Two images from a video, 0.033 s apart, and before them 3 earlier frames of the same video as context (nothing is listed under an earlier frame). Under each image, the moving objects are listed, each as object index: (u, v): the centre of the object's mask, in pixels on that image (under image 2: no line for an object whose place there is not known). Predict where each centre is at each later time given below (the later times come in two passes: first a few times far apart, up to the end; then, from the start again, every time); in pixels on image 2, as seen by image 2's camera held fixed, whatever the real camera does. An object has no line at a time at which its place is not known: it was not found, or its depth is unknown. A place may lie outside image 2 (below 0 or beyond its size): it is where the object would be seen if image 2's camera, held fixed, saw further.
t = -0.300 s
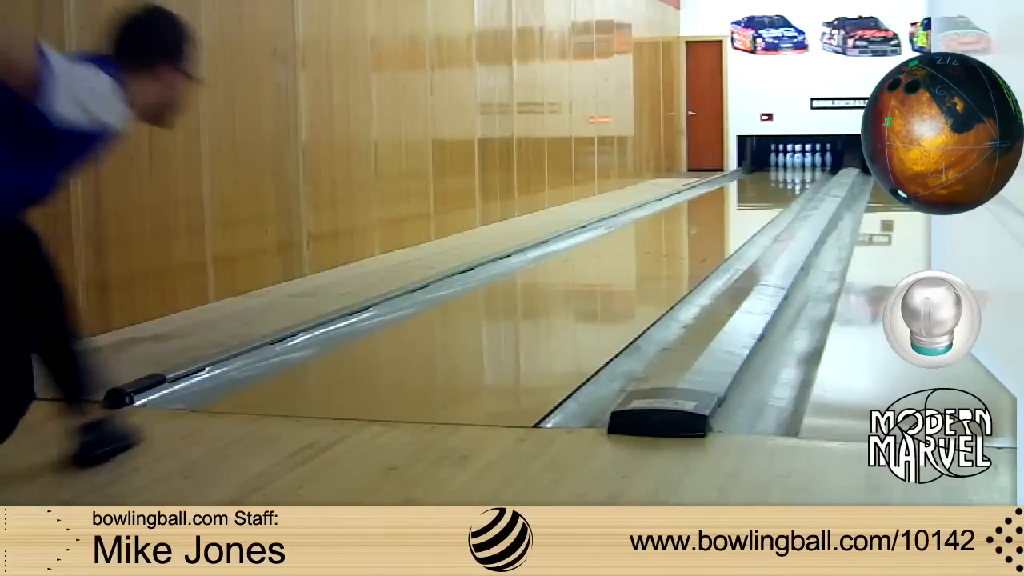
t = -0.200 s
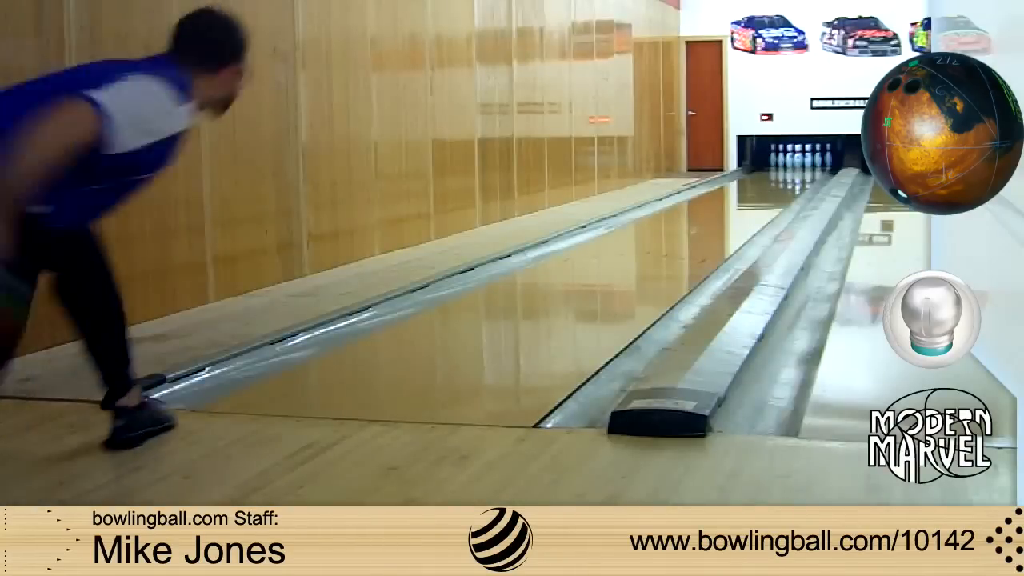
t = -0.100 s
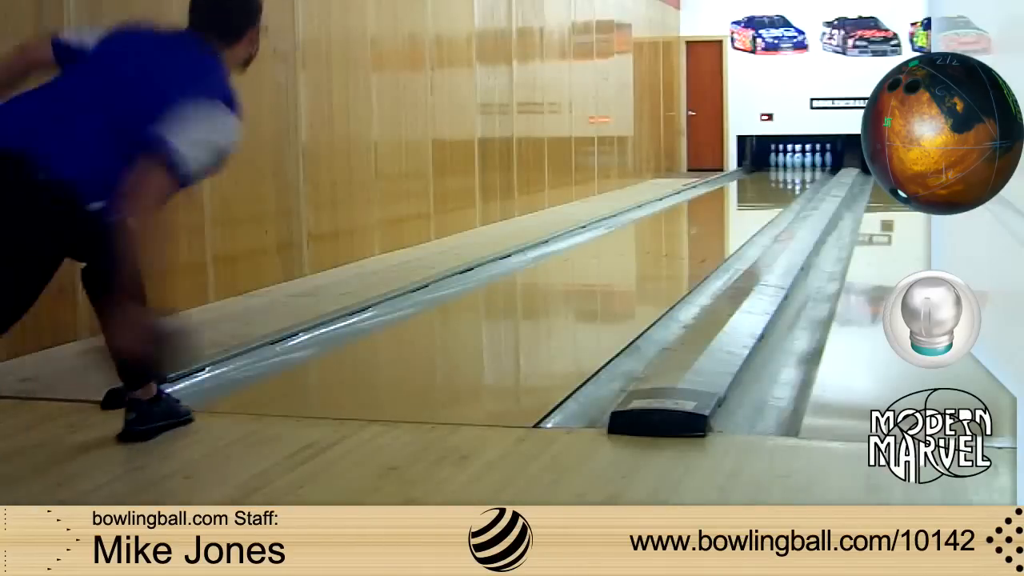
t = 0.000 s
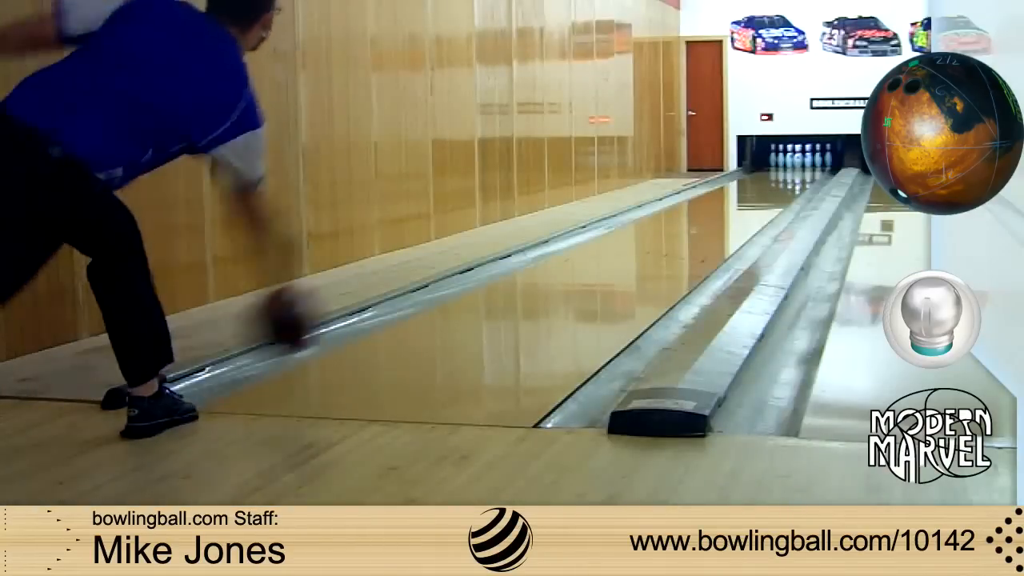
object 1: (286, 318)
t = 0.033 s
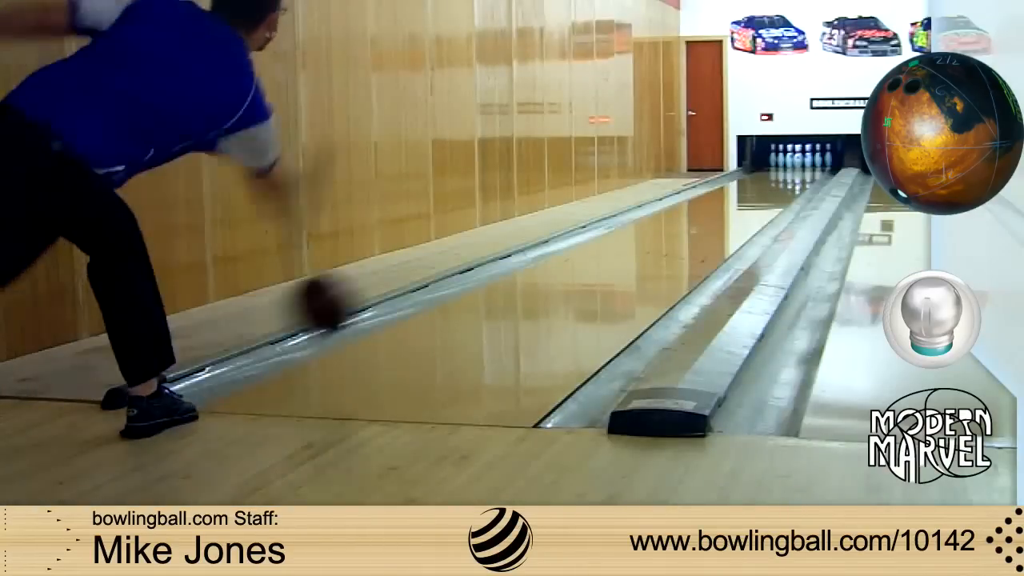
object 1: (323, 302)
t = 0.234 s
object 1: (488, 280)
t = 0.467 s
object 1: (601, 248)
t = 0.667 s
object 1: (662, 225)
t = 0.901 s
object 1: (711, 208)
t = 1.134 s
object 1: (745, 194)
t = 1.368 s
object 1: (771, 186)
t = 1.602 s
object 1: (789, 178)
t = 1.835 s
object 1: (801, 172)
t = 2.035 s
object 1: (804, 168)
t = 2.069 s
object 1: (804, 167)
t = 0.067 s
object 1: (358, 290)
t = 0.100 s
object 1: (389, 282)
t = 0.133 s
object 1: (417, 277)
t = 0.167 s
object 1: (443, 275)
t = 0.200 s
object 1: (468, 276)
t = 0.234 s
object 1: (488, 280)
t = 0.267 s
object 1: (510, 281)
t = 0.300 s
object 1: (527, 273)
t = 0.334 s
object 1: (544, 268)
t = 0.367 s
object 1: (561, 263)
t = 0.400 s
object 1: (575, 258)
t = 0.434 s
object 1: (589, 252)
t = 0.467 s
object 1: (601, 248)
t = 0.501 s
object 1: (613, 244)
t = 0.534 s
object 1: (625, 239)
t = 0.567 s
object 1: (635, 235)
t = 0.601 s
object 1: (645, 232)
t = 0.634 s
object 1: (654, 229)
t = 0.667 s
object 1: (662, 225)
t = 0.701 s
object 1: (670, 222)
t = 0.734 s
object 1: (678, 219)
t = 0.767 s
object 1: (685, 217)
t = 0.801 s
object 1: (692, 214)
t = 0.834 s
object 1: (699, 212)
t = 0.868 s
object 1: (705, 210)
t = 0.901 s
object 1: (711, 208)
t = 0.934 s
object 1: (717, 206)
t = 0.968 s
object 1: (723, 203)
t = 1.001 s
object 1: (727, 201)
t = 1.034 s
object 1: (732, 200)
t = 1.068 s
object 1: (737, 199)
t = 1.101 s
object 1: (742, 196)
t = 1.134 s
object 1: (745, 194)
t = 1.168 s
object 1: (749, 192)
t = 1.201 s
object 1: (753, 191)
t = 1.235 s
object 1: (757, 190)
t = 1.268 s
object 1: (760, 190)
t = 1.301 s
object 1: (766, 188)
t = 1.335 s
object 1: (768, 187)
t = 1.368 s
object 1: (771, 186)
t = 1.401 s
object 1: (775, 184)
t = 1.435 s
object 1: (777, 183)
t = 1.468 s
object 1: (780, 182)
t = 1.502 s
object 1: (783, 181)
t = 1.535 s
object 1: (785, 180)
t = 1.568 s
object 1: (786, 178)
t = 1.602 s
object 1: (789, 178)
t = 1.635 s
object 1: (791, 177)
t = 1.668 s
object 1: (794, 176)
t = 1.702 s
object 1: (796, 175)
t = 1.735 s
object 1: (798, 174)
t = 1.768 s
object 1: (799, 173)
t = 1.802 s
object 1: (800, 173)
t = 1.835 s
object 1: (801, 172)
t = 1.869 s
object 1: (800, 171)
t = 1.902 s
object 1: (802, 170)
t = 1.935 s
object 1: (802, 170)
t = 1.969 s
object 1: (803, 169)
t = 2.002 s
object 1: (804, 168)
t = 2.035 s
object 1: (804, 168)
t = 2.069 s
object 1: (804, 167)
